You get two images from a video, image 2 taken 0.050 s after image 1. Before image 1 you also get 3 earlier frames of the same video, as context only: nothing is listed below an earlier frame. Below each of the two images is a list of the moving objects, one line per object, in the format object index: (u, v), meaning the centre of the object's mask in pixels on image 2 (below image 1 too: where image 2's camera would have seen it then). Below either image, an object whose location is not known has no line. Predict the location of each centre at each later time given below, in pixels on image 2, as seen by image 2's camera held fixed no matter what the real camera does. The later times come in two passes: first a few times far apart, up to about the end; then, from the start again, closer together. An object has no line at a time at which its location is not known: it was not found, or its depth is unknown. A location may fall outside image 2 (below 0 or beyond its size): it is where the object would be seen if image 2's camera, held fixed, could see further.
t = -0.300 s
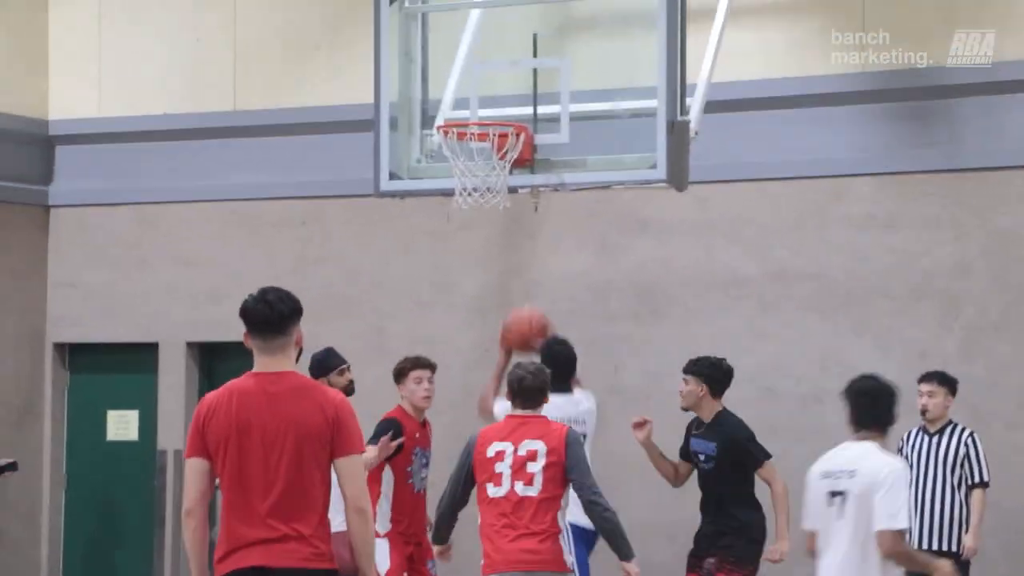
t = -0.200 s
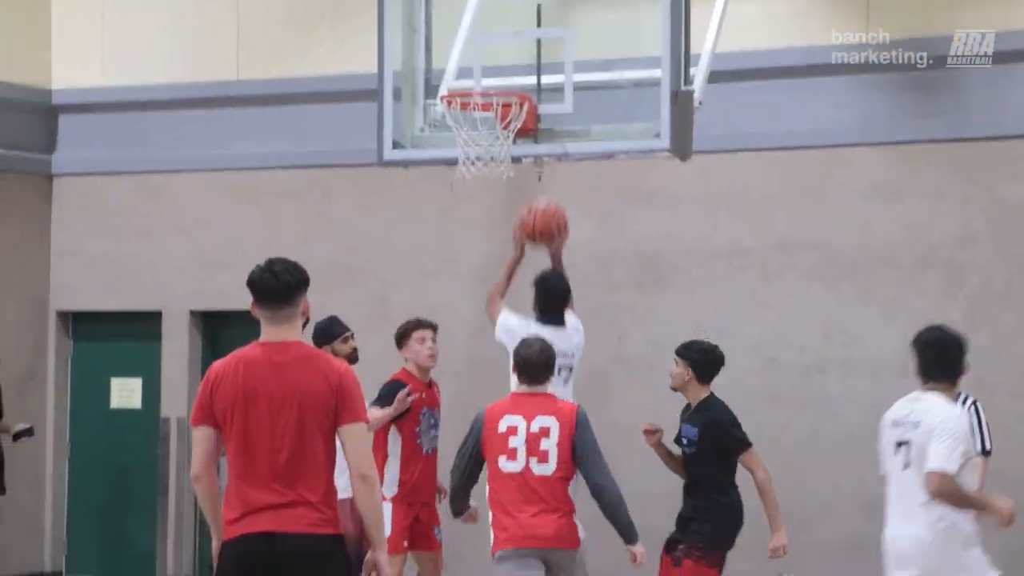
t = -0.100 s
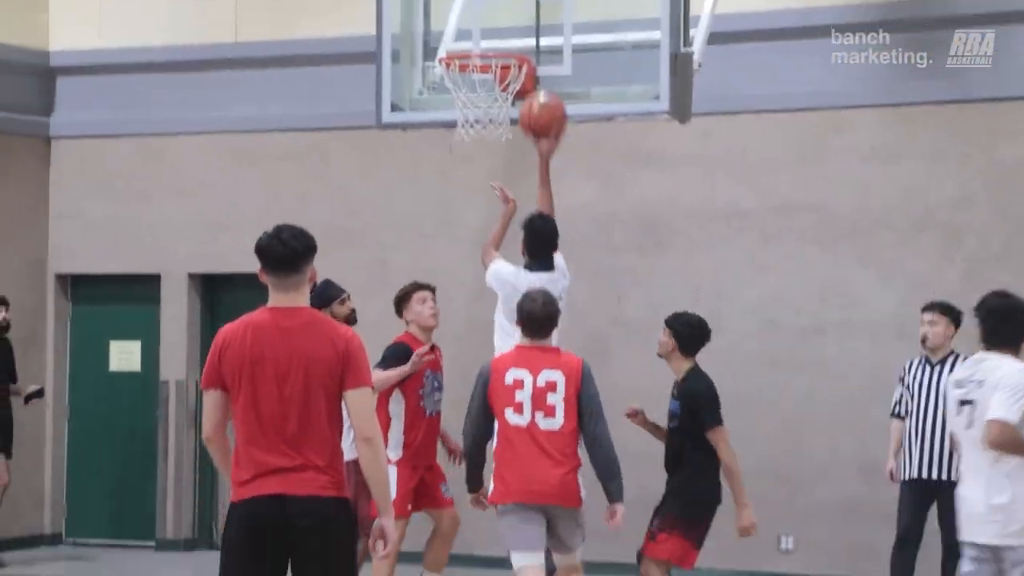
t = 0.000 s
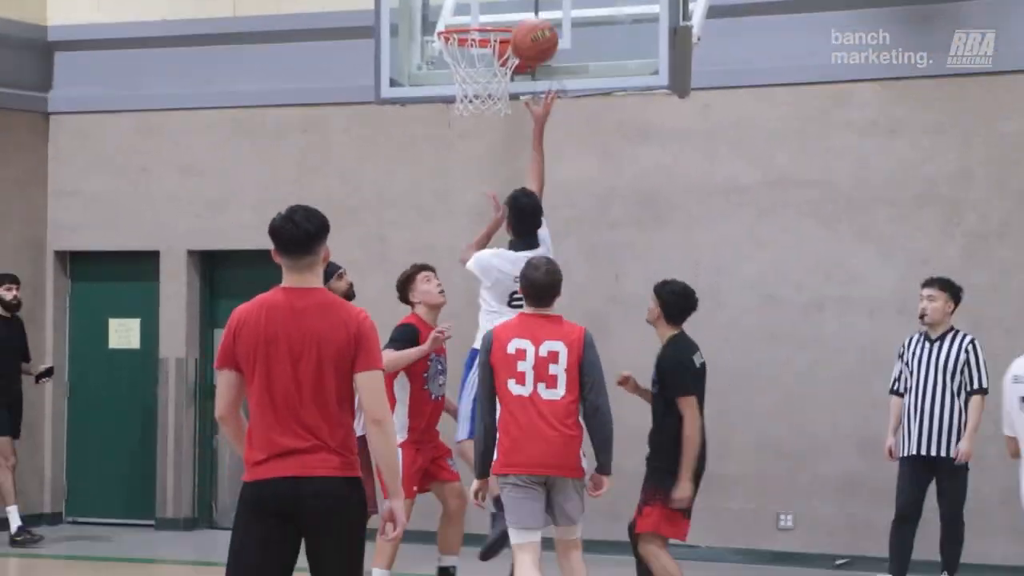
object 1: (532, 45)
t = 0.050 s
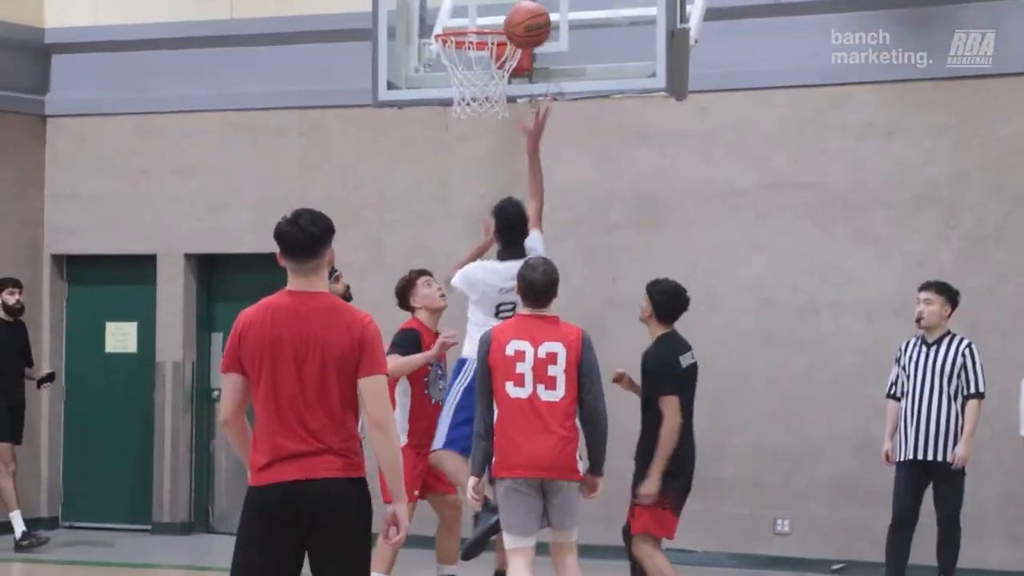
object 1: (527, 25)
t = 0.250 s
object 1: (511, 2)
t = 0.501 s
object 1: (471, 55)
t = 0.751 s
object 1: (455, 106)
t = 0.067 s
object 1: (526, 21)
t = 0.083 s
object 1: (524, 16)
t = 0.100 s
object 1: (523, 12)
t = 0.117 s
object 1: (522, 9)
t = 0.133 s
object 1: (520, 6)
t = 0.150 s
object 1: (519, 4)
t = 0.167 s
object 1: (518, 2)
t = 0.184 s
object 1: (516, 1)
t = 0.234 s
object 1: (512, 1)
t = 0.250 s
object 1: (511, 2)
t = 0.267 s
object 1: (510, 4)
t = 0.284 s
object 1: (509, 7)
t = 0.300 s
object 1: (507, 10)
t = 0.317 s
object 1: (506, 12)
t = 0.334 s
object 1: (505, 14)
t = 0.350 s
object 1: (504, 17)
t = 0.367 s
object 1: (503, 19)
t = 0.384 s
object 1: (501, 21)
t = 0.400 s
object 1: (496, 22)
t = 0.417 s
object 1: (492, 37)
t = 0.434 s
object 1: (485, 38)
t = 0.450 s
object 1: (482, 43)
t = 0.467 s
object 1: (477, 48)
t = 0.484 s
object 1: (473, 53)
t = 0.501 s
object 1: (471, 55)
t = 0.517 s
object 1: (467, 57)
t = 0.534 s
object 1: (465, 60)
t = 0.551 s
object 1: (462, 66)
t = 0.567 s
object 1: (457, 71)
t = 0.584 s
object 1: (454, 74)
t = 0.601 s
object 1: (453, 77)
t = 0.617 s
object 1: (452, 79)
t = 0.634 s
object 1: (451, 81)
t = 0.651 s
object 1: (451, 81)
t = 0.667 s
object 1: (452, 86)
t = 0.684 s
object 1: (453, 92)
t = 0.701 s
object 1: (455, 102)
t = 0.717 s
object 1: (455, 103)
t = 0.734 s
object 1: (455, 104)
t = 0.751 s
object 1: (455, 106)
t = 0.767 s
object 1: (457, 108)
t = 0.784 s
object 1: (458, 111)
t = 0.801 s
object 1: (459, 116)
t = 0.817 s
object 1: (460, 121)
